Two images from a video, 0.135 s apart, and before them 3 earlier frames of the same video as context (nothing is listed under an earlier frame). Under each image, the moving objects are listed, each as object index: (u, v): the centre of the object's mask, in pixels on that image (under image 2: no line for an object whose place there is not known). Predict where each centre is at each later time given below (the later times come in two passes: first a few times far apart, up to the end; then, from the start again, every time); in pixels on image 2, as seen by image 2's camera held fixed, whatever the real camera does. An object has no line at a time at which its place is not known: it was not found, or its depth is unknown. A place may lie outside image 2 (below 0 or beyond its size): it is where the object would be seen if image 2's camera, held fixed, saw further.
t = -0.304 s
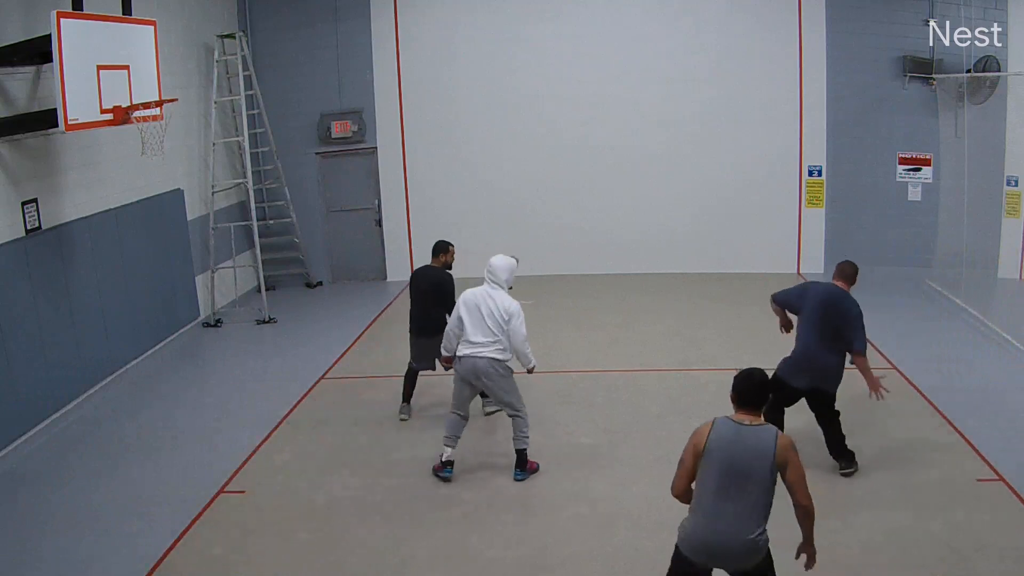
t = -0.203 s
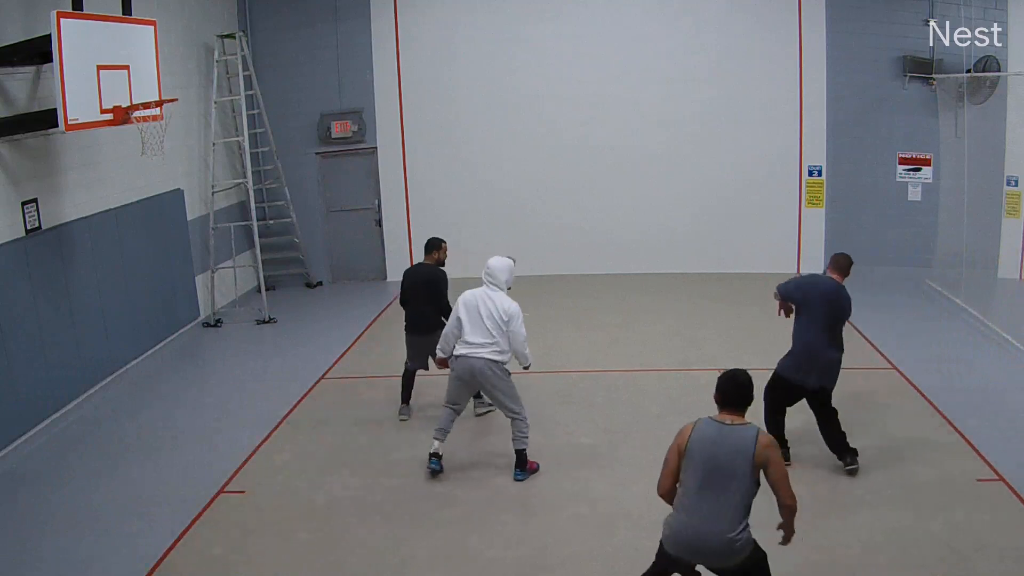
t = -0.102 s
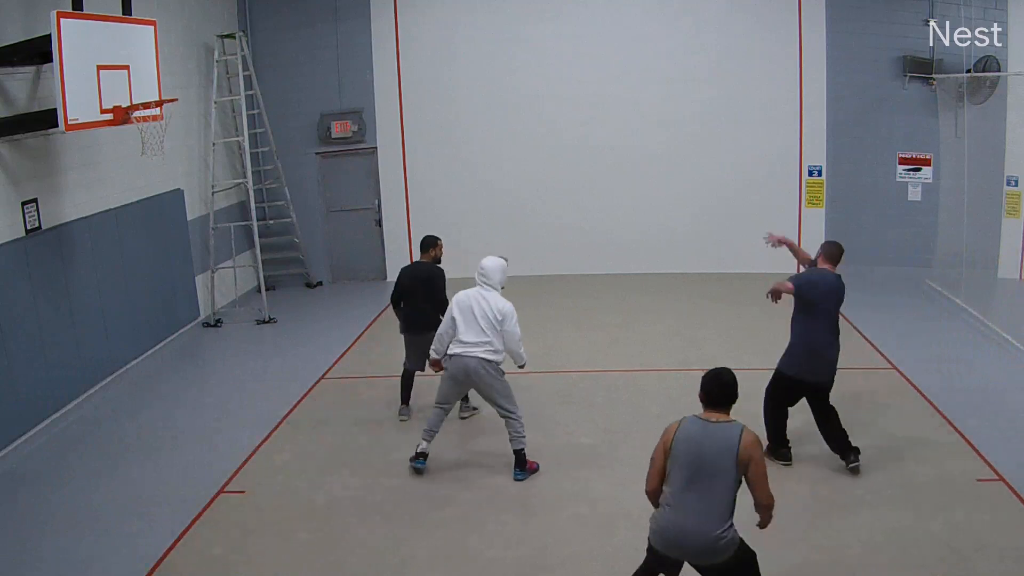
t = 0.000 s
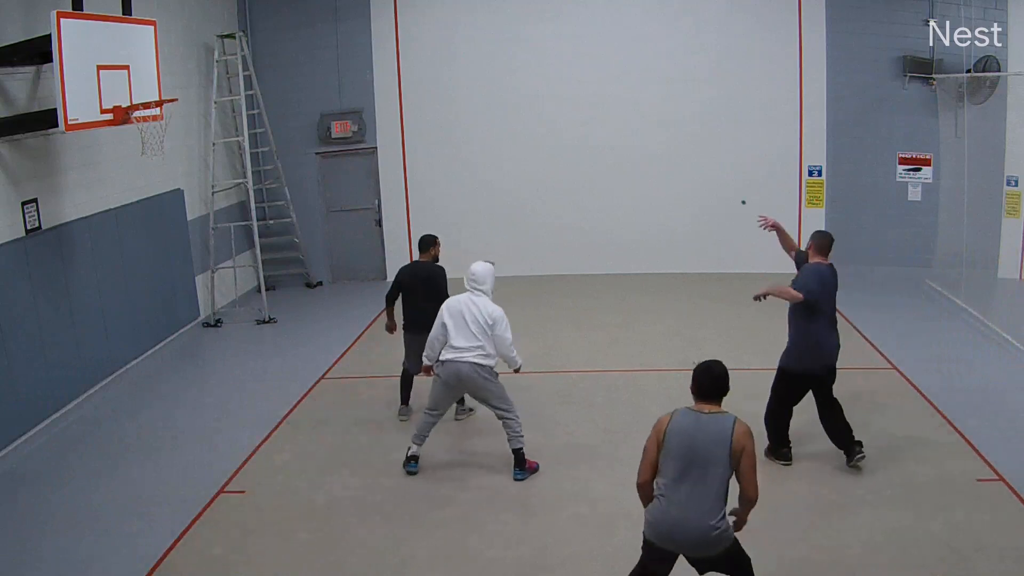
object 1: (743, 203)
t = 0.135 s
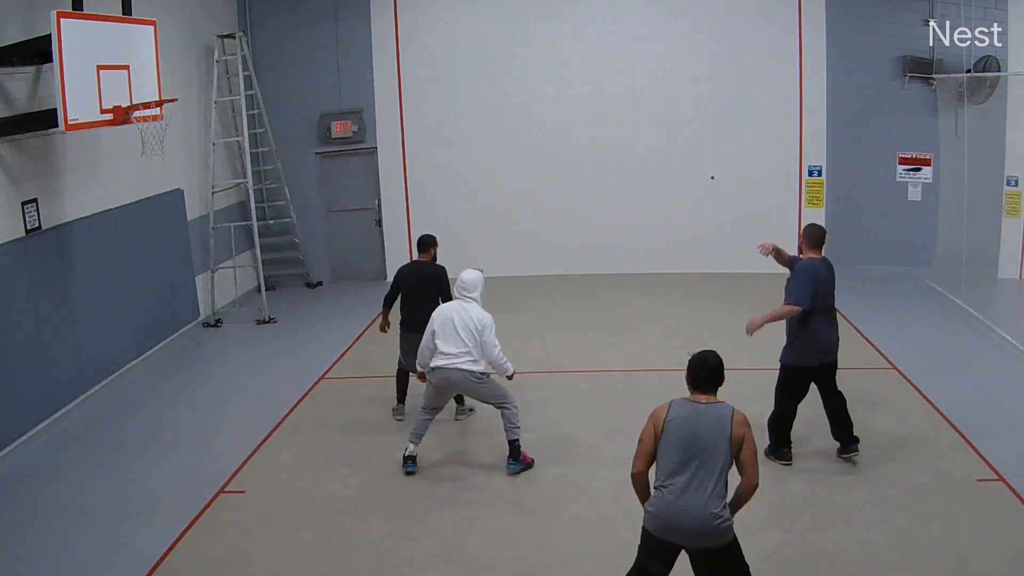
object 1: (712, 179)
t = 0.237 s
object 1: (701, 177)
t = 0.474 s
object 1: (698, 231)
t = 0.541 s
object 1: (697, 259)
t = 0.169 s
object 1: (706, 175)
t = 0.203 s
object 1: (701, 174)
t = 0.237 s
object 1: (701, 177)
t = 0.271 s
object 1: (701, 181)
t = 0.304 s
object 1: (700, 186)
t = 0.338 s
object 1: (700, 193)
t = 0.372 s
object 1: (699, 200)
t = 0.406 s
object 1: (699, 209)
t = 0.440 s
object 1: (698, 219)
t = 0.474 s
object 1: (698, 231)
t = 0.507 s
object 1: (697, 244)
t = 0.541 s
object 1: (697, 259)
